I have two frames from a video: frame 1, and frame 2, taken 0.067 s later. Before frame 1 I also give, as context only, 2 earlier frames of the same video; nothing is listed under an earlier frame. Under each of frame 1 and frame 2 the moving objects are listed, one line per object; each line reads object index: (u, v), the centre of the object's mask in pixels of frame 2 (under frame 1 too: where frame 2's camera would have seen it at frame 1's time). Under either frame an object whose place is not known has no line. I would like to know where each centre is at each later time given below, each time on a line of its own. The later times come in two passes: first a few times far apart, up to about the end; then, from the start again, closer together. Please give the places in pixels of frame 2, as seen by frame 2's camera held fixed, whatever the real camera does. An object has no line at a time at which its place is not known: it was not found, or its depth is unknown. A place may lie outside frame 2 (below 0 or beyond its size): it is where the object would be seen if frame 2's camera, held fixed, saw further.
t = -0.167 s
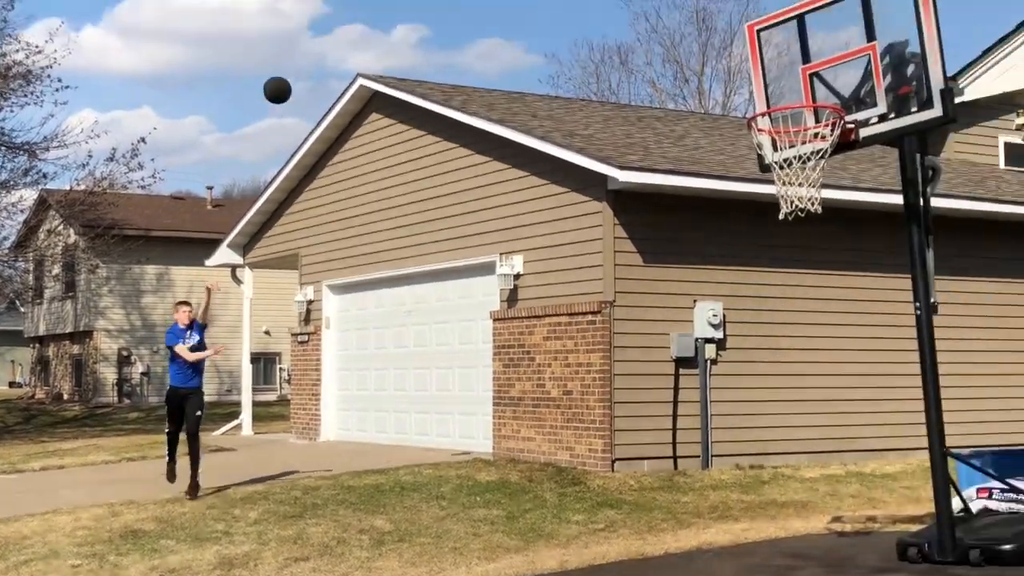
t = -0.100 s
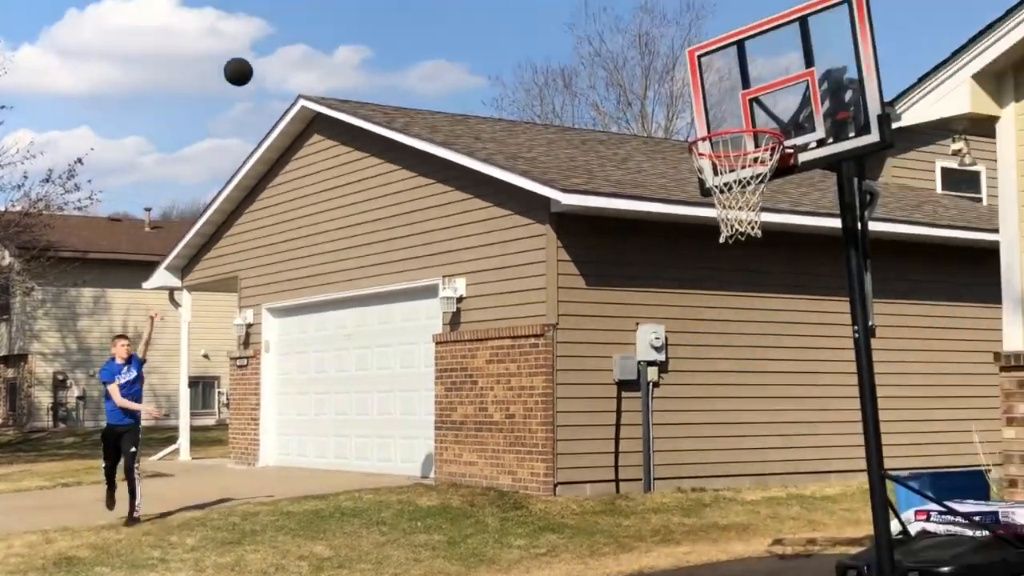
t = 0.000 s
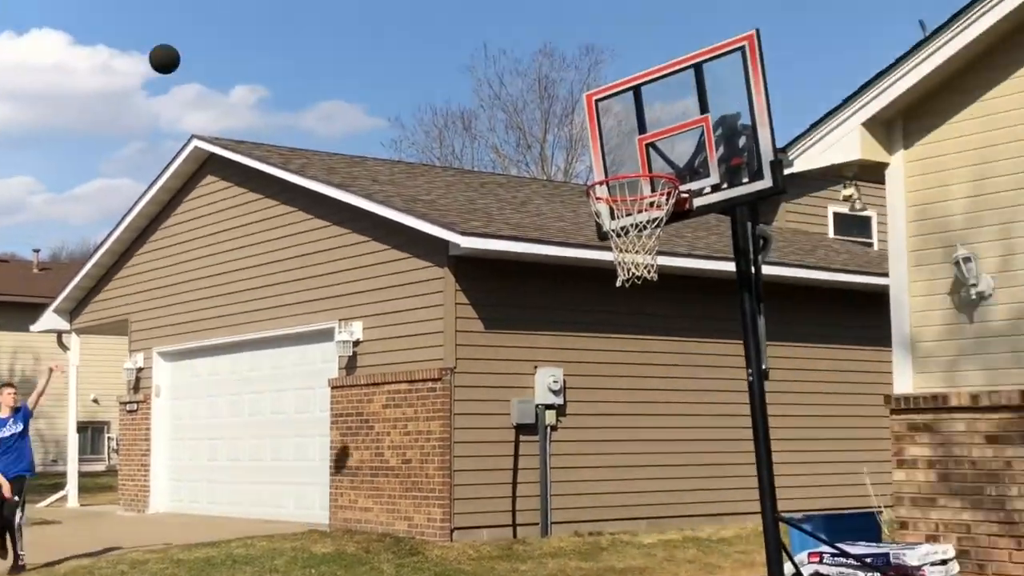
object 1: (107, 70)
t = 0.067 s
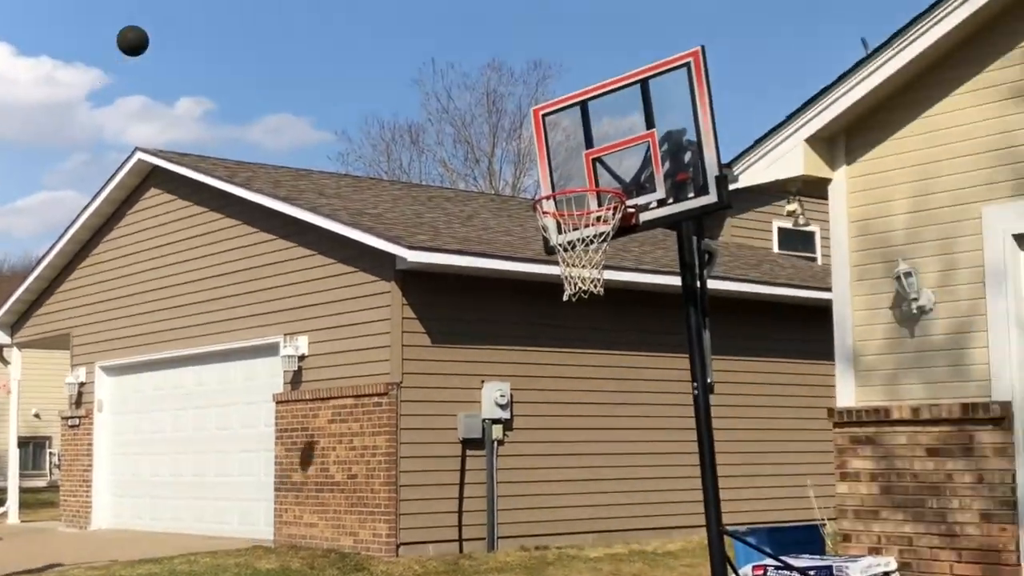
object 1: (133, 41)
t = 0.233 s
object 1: (200, -6)
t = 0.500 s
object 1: (322, -14)
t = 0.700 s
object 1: (427, 22)
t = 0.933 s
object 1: (579, 185)
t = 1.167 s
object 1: (601, 282)
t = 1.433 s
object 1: (572, 462)
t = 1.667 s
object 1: (528, 606)
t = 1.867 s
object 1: (445, 459)
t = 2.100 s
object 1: (354, 397)
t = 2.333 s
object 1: (261, 444)
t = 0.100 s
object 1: (145, 28)
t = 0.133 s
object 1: (158, 16)
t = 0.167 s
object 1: (172, 6)
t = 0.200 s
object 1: (186, -1)
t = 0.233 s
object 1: (200, -6)
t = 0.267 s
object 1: (214, -9)
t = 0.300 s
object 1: (229, -12)
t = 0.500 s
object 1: (322, -14)
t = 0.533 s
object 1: (338, -13)
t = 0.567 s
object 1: (355, -10)
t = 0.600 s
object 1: (372, -6)
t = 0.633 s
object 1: (390, -1)
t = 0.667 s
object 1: (408, 8)
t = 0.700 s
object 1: (427, 22)
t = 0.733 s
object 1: (447, 38)
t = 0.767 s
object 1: (467, 56)
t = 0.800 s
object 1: (488, 77)
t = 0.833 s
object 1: (510, 100)
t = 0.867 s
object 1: (533, 126)
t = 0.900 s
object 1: (556, 155)
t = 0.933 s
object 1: (579, 185)
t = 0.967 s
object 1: (603, 221)
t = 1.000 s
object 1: (616, 238)
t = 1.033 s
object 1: (616, 244)
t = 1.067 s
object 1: (612, 260)
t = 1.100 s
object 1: (608, 263)
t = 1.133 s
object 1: (605, 270)
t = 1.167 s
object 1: (601, 282)
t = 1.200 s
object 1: (597, 297)
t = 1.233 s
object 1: (594, 314)
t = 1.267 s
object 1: (590, 332)
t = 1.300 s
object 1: (586, 354)
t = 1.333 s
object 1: (583, 377)
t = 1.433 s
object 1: (572, 462)
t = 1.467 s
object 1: (568, 497)
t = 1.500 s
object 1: (564, 532)
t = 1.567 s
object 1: (557, 603)
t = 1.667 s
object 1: (528, 606)
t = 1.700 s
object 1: (513, 575)
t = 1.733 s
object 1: (499, 547)
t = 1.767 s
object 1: (486, 520)
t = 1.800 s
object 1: (472, 498)
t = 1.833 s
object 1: (458, 477)
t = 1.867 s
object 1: (445, 459)
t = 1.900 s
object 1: (431, 443)
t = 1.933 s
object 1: (418, 430)
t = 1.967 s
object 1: (405, 419)
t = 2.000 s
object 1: (392, 411)
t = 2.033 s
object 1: (379, 404)
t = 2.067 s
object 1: (367, 399)
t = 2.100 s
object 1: (354, 397)
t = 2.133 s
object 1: (342, 397)
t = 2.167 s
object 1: (330, 399)
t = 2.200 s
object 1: (317, 402)
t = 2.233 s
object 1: (306, 408)
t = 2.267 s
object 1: (294, 417)
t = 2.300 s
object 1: (278, 429)
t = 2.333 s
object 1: (261, 444)
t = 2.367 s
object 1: (251, 457)
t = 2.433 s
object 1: (225, 493)
